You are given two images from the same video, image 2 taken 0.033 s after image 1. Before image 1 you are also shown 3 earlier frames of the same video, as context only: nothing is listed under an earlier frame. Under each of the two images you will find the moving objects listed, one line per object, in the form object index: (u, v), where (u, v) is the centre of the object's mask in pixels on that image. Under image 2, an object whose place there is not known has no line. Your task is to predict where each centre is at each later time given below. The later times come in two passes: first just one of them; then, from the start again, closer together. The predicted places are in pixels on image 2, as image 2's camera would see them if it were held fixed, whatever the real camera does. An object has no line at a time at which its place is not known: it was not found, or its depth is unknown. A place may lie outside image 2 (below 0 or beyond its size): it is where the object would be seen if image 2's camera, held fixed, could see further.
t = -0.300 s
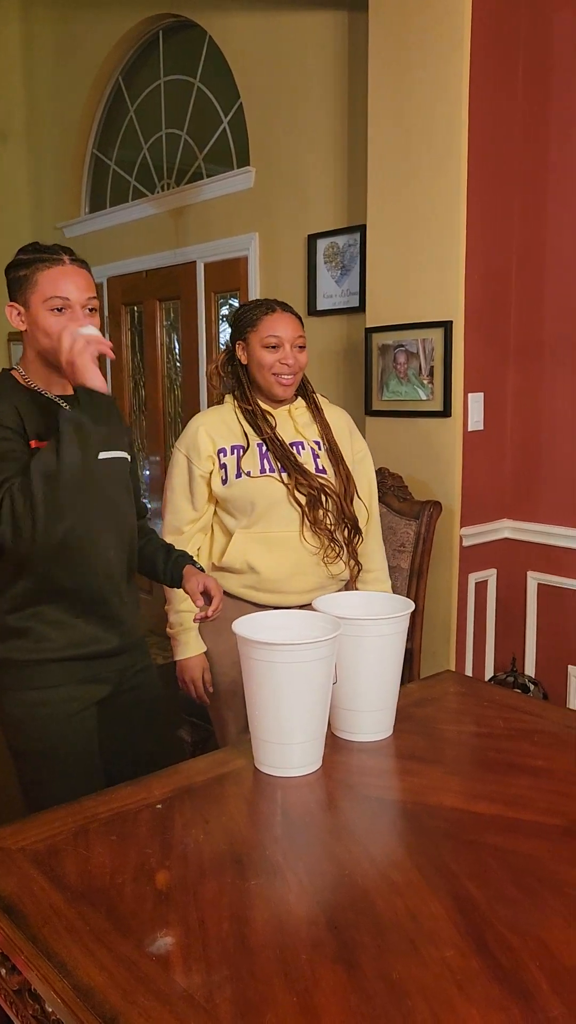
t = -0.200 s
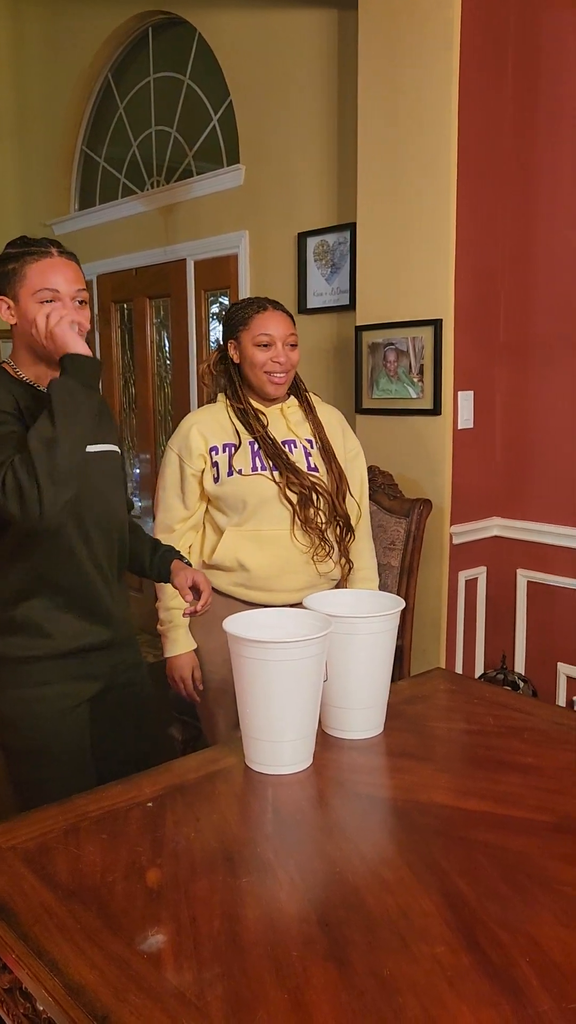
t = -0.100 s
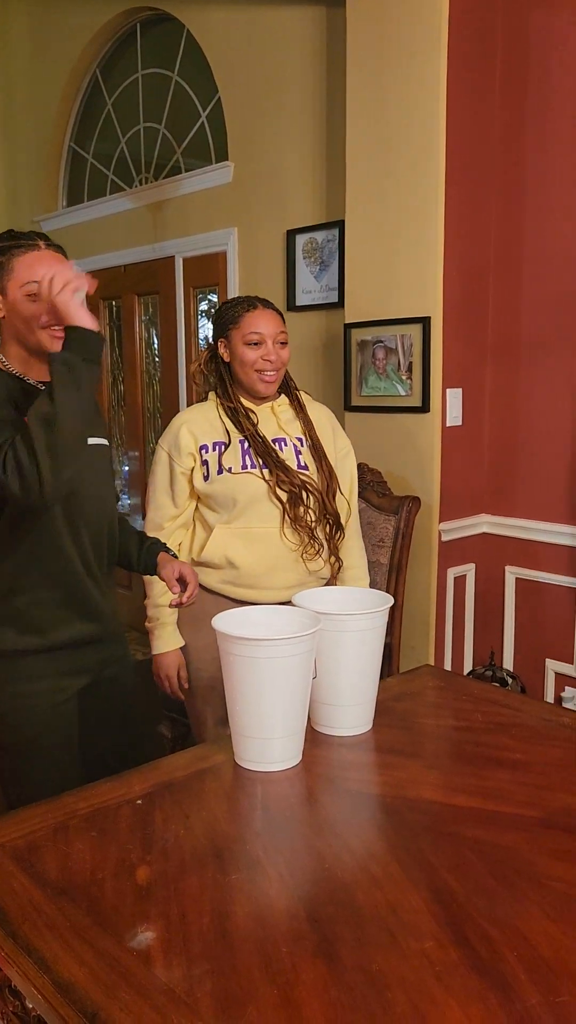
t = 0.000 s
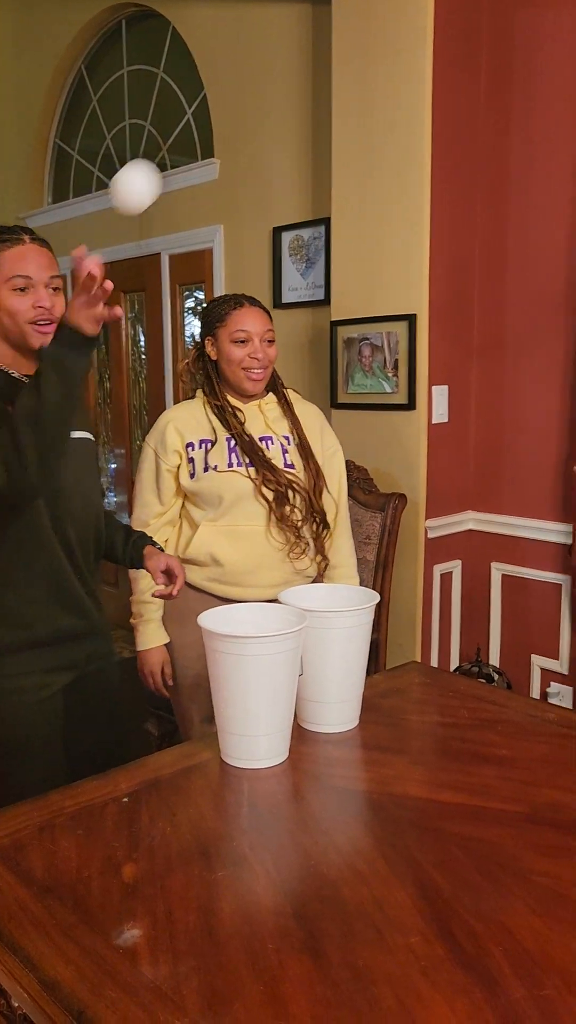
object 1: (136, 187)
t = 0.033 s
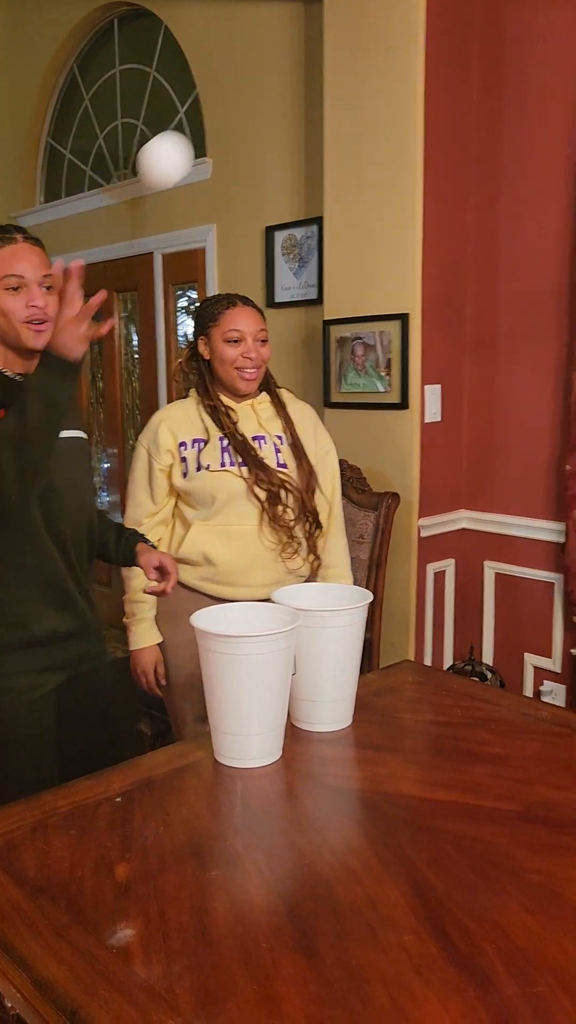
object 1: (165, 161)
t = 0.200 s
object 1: (427, 140)
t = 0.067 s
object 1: (207, 139)
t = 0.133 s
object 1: (305, 119)
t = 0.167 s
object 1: (362, 123)
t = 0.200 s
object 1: (427, 140)
